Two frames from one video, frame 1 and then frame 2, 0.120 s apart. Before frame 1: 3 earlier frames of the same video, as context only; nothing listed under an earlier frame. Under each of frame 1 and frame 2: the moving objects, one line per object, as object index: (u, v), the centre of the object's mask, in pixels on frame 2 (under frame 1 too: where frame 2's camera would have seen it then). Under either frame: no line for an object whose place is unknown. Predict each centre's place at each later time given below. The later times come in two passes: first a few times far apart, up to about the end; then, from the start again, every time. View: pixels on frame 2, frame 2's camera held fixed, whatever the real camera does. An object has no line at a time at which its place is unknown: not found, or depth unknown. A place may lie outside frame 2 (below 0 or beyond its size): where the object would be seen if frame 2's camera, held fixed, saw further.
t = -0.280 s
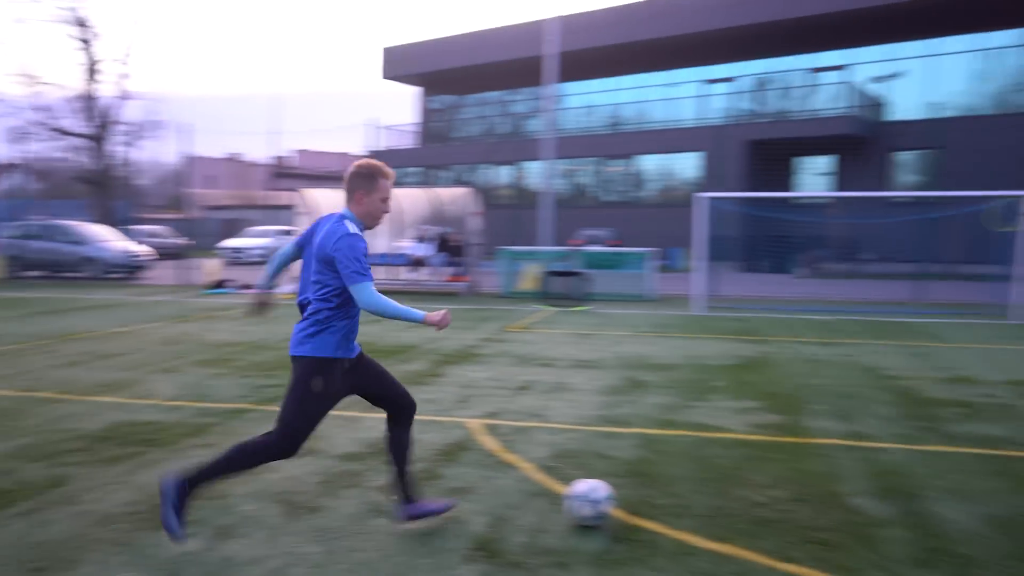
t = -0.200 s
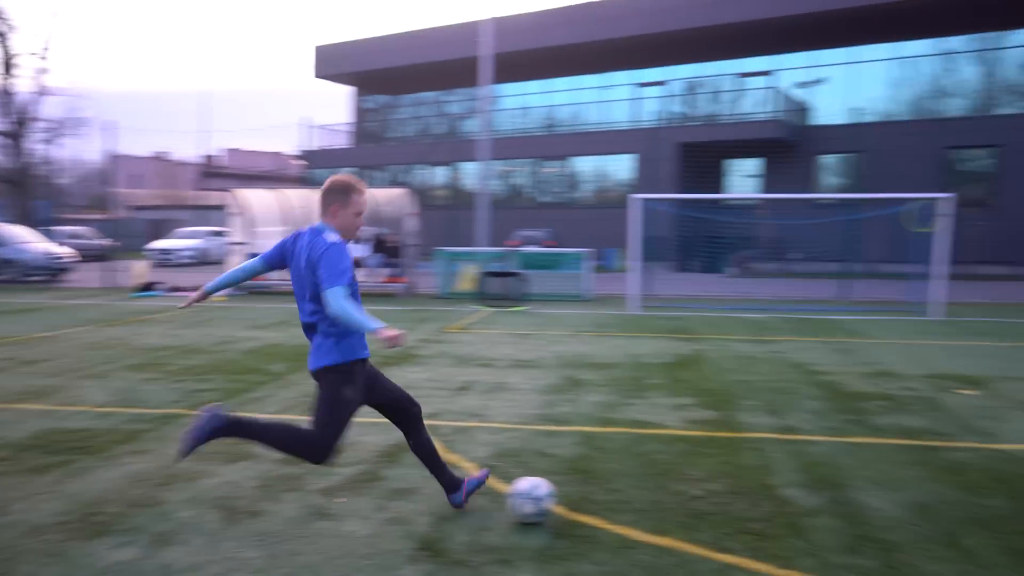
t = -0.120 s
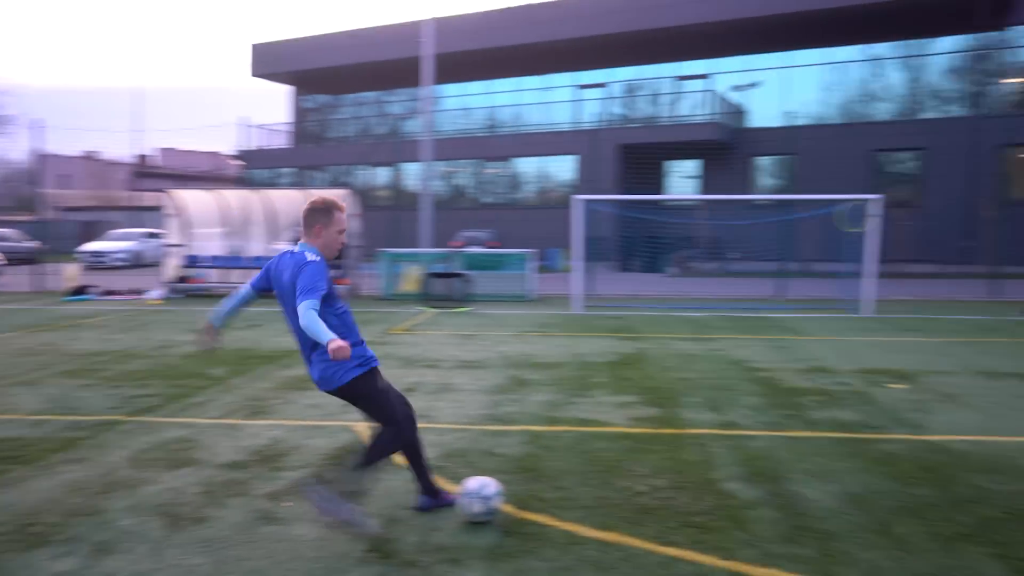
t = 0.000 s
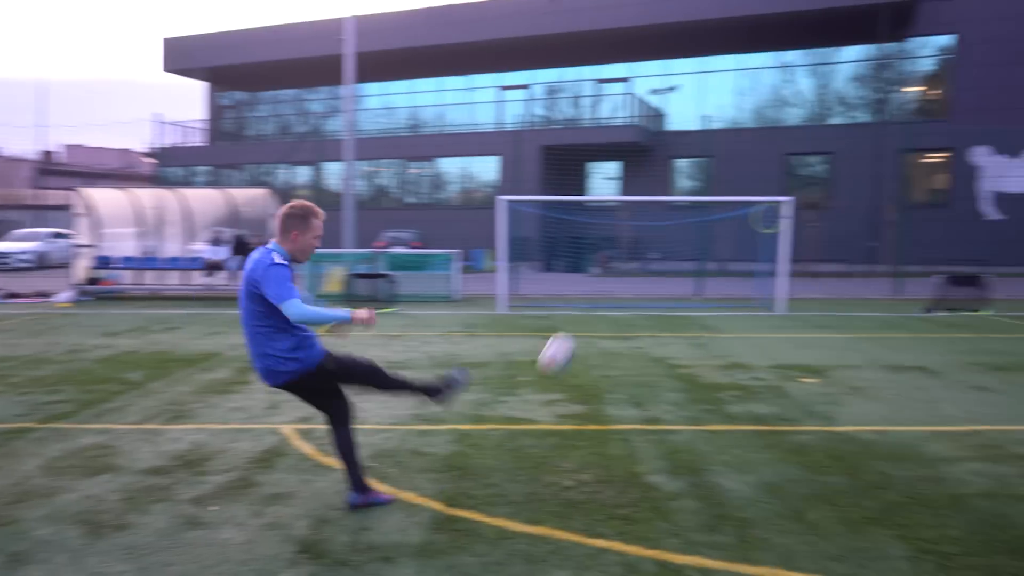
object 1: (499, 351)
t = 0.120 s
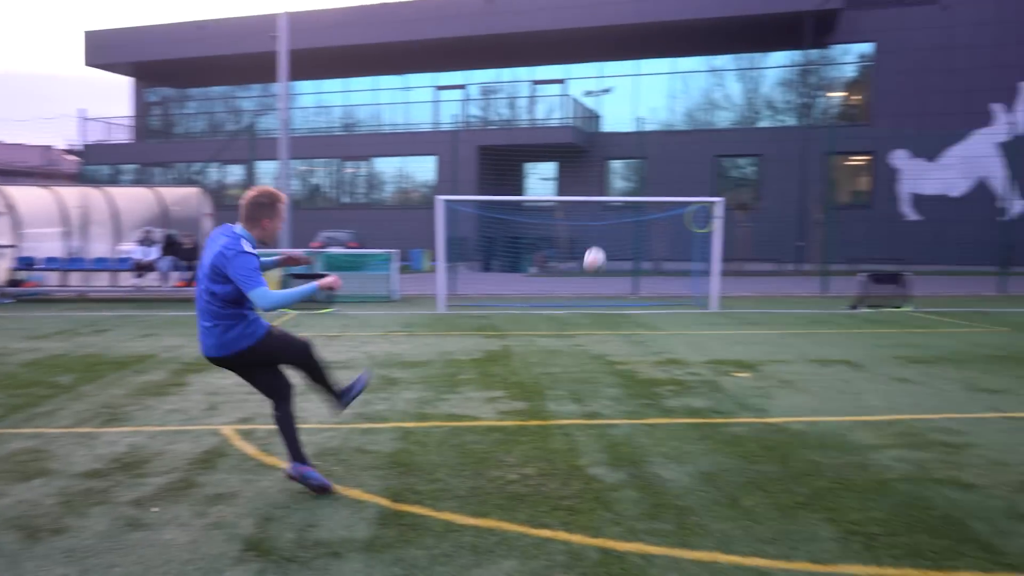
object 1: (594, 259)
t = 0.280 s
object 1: (645, 218)
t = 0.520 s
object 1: (661, 215)
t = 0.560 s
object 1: (661, 219)
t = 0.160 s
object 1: (613, 244)
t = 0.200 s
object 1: (626, 232)
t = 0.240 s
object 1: (637, 224)
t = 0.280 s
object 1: (645, 218)
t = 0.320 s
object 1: (651, 214)
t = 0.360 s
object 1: (655, 211)
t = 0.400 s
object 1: (658, 211)
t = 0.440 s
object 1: (660, 211)
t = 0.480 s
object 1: (661, 212)
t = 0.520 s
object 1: (661, 215)
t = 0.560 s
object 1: (661, 219)
